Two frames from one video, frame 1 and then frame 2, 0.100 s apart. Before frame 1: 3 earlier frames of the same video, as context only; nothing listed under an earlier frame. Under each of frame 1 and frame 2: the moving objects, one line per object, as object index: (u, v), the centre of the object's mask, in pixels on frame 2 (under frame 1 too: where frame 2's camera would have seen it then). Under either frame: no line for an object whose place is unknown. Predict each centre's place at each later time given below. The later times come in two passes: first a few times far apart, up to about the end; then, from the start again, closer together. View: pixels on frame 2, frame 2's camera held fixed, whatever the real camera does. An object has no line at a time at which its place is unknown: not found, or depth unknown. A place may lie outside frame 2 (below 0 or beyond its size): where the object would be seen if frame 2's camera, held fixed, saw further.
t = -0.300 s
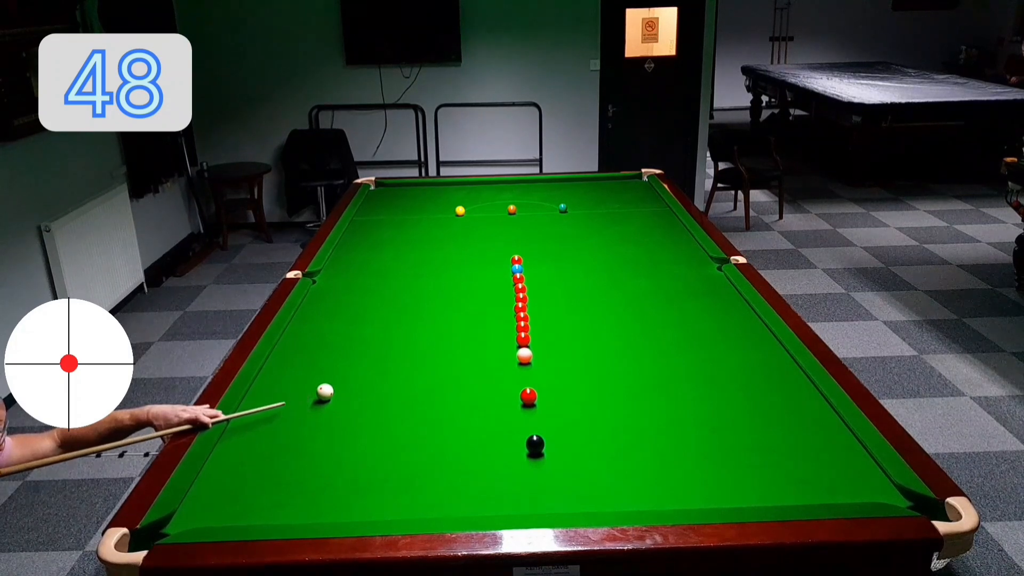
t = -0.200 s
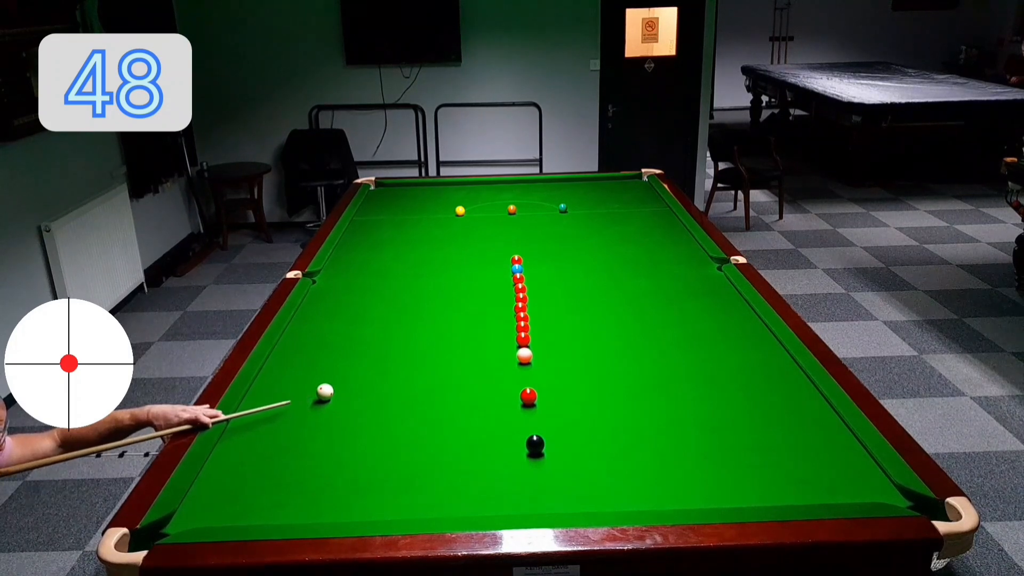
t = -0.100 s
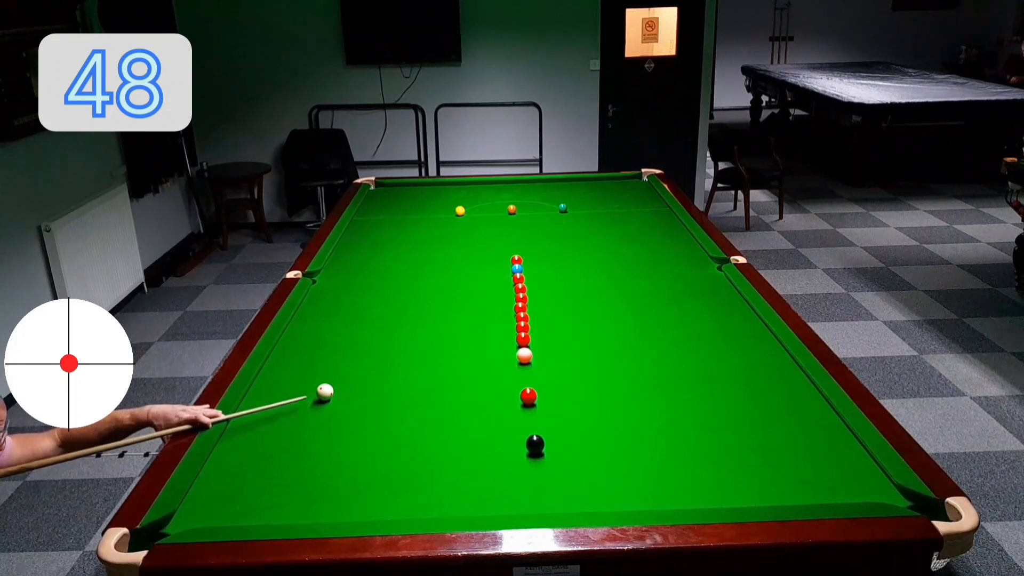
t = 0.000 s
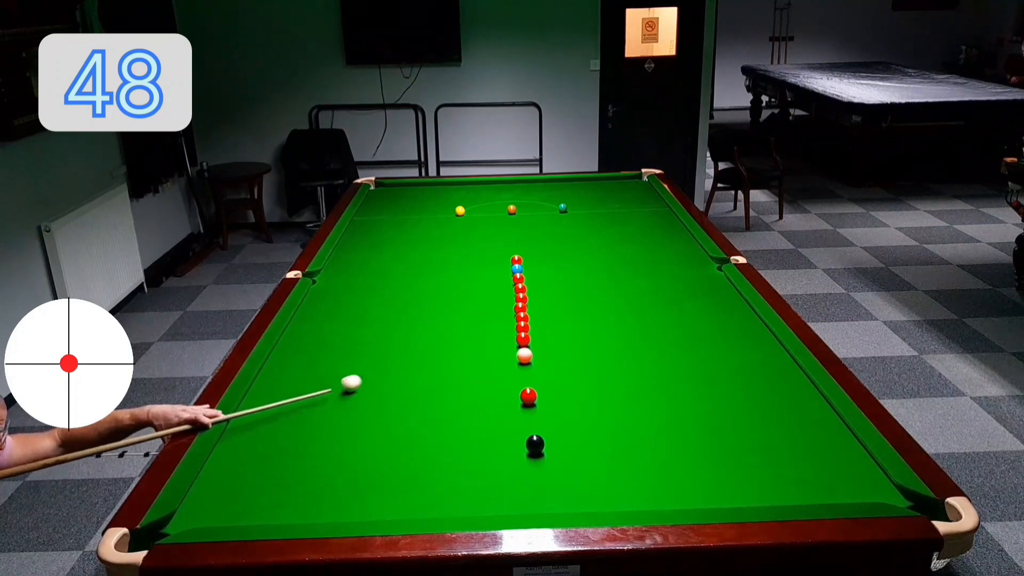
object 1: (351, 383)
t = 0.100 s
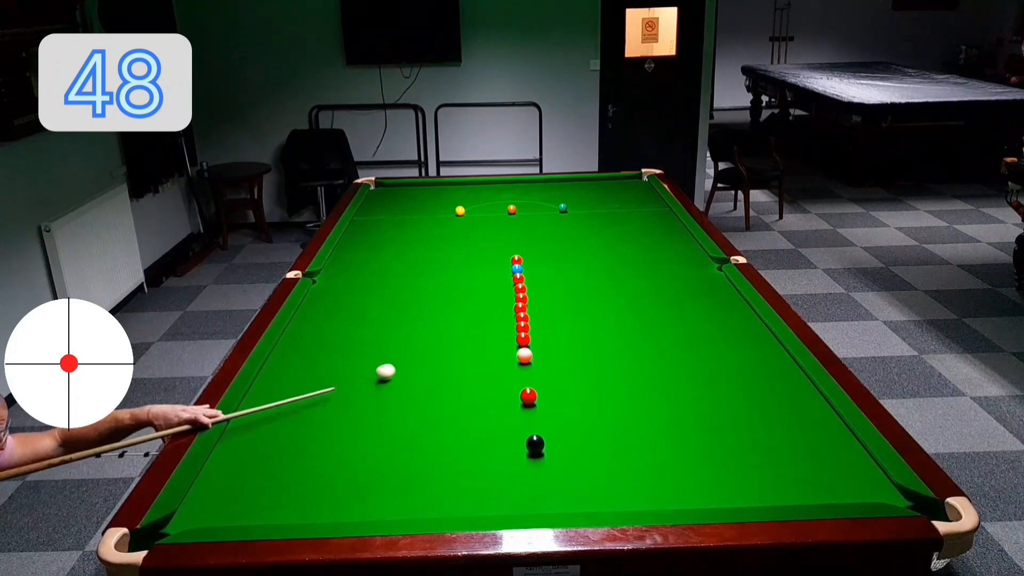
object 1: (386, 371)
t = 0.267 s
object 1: (431, 356)
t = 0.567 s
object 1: (503, 333)
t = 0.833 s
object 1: (517, 328)
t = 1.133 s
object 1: (529, 324)
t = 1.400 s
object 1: (538, 321)
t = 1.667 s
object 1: (545, 319)
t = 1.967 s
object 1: (552, 316)
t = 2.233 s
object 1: (557, 314)
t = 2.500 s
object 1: (561, 313)
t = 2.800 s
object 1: (564, 311)
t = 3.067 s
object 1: (565, 311)
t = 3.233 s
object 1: (565, 311)
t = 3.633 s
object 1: (565, 311)
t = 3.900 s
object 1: (565, 311)
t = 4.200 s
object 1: (565, 311)
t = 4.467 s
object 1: (565, 311)
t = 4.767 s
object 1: (565, 311)
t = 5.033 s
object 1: (565, 311)
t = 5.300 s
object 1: (565, 311)
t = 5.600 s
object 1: (565, 311)
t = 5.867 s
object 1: (565, 311)
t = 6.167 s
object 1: (565, 311)
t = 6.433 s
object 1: (565, 311)
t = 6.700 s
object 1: (565, 311)
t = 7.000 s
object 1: (565, 311)
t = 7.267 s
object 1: (565, 311)
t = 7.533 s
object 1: (565, 311)
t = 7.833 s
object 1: (565, 311)
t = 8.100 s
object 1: (565, 311)
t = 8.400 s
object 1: (565, 311)
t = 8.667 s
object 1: (565, 311)
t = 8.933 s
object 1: (565, 311)
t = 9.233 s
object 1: (565, 311)
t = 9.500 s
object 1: (565, 311)
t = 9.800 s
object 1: (565, 311)
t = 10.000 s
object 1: (565, 311)
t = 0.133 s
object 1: (396, 368)
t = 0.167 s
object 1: (405, 365)
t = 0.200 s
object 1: (414, 362)
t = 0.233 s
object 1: (423, 359)
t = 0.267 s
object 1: (431, 356)
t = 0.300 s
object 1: (440, 353)
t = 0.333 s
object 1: (448, 351)
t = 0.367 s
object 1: (457, 348)
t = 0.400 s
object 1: (465, 345)
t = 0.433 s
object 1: (473, 343)
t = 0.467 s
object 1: (480, 340)
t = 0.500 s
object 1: (488, 338)
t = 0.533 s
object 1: (496, 336)
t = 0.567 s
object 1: (503, 333)
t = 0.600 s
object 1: (510, 331)
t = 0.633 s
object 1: (511, 331)
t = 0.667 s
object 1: (511, 331)
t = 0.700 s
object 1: (512, 330)
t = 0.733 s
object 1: (513, 330)
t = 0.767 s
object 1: (514, 329)
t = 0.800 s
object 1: (516, 328)
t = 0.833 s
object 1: (517, 328)
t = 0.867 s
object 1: (518, 327)
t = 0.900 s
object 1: (520, 327)
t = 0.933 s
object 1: (521, 326)
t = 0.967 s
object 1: (523, 326)
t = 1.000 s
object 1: (524, 326)
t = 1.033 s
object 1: (525, 325)
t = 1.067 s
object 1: (526, 325)
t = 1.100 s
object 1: (528, 325)
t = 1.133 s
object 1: (529, 324)
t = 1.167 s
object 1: (530, 324)
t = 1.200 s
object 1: (531, 324)
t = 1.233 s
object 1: (532, 323)
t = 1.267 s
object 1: (533, 323)
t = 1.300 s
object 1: (534, 323)
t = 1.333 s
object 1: (535, 322)
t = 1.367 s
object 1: (537, 322)
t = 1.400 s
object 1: (538, 321)
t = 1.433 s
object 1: (539, 321)
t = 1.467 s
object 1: (540, 320)
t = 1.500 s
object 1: (541, 320)
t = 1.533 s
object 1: (542, 320)
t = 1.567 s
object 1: (543, 320)
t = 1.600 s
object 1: (543, 319)
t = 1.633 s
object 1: (544, 319)
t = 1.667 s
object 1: (545, 319)
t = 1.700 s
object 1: (546, 318)
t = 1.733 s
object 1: (547, 318)
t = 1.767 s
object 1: (548, 318)
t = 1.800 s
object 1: (548, 317)
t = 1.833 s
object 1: (549, 317)
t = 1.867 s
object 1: (550, 317)
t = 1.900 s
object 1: (551, 317)
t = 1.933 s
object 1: (552, 316)
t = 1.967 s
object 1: (552, 316)
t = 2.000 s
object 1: (553, 316)
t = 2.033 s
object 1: (553, 316)
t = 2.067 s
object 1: (554, 316)
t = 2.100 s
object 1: (555, 315)
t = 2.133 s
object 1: (555, 315)
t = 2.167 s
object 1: (556, 315)
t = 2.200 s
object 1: (556, 315)
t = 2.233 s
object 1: (557, 314)
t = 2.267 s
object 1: (558, 314)
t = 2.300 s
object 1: (558, 314)
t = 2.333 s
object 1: (558, 314)
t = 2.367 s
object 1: (559, 314)
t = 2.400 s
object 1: (559, 313)
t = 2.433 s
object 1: (560, 313)
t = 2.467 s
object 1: (560, 313)
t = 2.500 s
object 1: (561, 313)
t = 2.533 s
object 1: (561, 313)
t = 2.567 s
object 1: (561, 312)
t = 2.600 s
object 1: (562, 312)
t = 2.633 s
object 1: (562, 312)
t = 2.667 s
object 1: (562, 312)
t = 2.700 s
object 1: (563, 312)
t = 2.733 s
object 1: (563, 312)
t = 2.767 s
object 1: (563, 312)
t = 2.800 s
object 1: (564, 311)
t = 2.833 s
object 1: (564, 312)
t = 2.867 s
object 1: (564, 312)
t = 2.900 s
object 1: (564, 311)
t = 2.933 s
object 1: (564, 311)
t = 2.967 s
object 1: (565, 311)
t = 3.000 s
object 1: (565, 311)
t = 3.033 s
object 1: (565, 311)
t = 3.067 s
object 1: (565, 311)
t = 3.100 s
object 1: (565, 311)
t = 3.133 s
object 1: (565, 311)
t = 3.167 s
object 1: (565, 311)
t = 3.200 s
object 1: (565, 311)
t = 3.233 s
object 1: (565, 311)
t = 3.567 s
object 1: (566, 311)
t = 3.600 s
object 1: (565, 311)
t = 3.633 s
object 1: (565, 311)
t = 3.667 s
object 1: (565, 311)
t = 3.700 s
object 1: (565, 311)
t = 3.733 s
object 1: (565, 311)
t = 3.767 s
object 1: (565, 311)
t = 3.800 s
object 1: (565, 311)
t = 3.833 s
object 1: (565, 311)
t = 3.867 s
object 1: (565, 311)
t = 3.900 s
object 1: (565, 311)
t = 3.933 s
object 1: (565, 311)
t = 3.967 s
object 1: (565, 311)
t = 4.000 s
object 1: (565, 311)
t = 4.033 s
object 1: (565, 311)
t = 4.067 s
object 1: (565, 311)
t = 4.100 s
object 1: (565, 311)
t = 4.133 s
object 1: (565, 311)
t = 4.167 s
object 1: (565, 311)
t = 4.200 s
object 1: (565, 311)
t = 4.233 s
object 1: (565, 311)
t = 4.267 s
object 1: (565, 311)
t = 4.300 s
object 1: (565, 311)
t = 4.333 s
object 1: (565, 311)
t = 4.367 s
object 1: (565, 311)
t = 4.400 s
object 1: (565, 311)
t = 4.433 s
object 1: (565, 311)
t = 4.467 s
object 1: (565, 311)
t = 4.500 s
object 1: (565, 311)
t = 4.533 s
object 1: (565, 311)
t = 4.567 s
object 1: (565, 311)
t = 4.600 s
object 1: (565, 311)
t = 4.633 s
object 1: (565, 311)
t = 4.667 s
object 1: (565, 311)
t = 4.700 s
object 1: (565, 311)
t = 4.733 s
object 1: (565, 311)
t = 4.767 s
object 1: (565, 311)
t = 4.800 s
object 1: (565, 311)
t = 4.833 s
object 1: (565, 311)
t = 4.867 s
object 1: (565, 311)
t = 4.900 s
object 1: (565, 311)
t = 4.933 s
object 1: (565, 311)
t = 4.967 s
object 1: (565, 311)
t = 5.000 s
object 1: (565, 311)
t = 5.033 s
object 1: (565, 311)
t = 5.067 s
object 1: (565, 311)
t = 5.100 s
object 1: (565, 311)
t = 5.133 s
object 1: (565, 311)
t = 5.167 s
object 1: (565, 311)
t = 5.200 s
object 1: (565, 311)
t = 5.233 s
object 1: (565, 311)
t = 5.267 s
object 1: (565, 311)
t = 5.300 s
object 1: (565, 311)
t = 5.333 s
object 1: (565, 311)
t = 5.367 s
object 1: (565, 311)
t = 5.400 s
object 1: (565, 311)
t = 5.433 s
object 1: (565, 311)
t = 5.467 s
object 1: (565, 311)
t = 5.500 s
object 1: (565, 311)
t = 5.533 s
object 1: (565, 311)
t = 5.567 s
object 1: (565, 311)
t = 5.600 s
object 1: (565, 311)
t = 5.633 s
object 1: (565, 311)
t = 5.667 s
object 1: (565, 311)
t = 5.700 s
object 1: (565, 311)
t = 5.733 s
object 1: (565, 311)
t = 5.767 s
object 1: (565, 311)
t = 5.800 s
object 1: (565, 311)
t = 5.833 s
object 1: (565, 311)
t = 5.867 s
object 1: (565, 311)
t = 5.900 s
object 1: (565, 311)
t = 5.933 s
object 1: (565, 311)
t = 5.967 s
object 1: (565, 311)
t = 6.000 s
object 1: (565, 311)
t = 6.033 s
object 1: (565, 311)
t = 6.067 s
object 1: (565, 311)
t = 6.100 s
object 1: (565, 311)
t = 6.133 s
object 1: (565, 311)
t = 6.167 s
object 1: (565, 311)
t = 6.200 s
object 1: (565, 311)
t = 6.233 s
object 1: (565, 311)
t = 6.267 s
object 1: (565, 311)
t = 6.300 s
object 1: (565, 311)
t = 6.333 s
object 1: (565, 311)
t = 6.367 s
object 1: (565, 311)
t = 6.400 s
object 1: (565, 311)
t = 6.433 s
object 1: (565, 311)
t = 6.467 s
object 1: (565, 311)
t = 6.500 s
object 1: (565, 311)
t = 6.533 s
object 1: (565, 311)
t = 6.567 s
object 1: (565, 311)
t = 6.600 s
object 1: (565, 311)
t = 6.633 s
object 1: (565, 311)
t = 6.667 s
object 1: (565, 311)
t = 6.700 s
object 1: (565, 311)
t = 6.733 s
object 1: (565, 311)
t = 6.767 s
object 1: (565, 311)
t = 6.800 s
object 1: (565, 311)
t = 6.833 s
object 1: (565, 311)
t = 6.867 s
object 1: (565, 311)
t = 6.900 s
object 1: (565, 311)
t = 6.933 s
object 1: (565, 311)
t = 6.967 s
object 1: (565, 311)
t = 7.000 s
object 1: (565, 311)
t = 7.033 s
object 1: (565, 311)
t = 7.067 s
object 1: (565, 311)
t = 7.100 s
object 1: (565, 311)
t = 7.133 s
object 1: (565, 311)
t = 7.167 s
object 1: (565, 311)
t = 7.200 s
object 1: (565, 311)
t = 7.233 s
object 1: (565, 311)
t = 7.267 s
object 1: (565, 311)
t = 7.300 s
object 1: (565, 311)
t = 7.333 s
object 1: (565, 311)
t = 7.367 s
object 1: (565, 311)
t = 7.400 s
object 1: (565, 311)
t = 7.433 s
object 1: (565, 311)
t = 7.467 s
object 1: (565, 311)
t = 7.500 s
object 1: (565, 311)
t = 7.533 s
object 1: (565, 311)
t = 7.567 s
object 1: (565, 311)
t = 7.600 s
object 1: (565, 311)
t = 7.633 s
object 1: (565, 311)
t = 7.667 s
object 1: (565, 311)
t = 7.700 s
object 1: (565, 311)
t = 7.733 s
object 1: (565, 311)
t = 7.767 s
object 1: (565, 311)
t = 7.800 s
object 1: (565, 311)
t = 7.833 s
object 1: (565, 311)
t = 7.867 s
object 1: (565, 311)
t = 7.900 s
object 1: (565, 311)
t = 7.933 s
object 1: (565, 311)
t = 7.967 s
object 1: (565, 311)
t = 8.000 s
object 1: (565, 311)
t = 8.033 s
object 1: (565, 311)
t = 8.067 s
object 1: (565, 311)
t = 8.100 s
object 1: (565, 311)
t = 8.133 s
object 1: (565, 311)
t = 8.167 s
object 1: (565, 311)
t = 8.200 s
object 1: (565, 311)
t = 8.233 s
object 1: (565, 311)
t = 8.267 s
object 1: (565, 311)
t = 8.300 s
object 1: (565, 311)
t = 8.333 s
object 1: (565, 311)
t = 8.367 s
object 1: (565, 311)
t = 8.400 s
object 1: (565, 311)
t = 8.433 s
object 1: (565, 311)
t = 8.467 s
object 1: (565, 311)
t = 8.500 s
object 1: (565, 311)
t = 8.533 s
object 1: (565, 311)
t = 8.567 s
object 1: (565, 311)
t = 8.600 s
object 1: (565, 311)
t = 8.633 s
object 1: (565, 311)
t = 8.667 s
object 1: (565, 311)
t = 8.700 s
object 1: (565, 311)
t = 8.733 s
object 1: (565, 311)
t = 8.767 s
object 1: (565, 311)
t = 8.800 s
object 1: (565, 311)
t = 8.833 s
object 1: (565, 311)
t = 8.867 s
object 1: (565, 311)
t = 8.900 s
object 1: (565, 311)
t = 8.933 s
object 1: (565, 311)
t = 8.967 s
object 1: (565, 311)
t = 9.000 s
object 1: (565, 311)
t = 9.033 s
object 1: (565, 311)
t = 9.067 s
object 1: (565, 311)
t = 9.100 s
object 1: (565, 311)
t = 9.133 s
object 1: (565, 311)
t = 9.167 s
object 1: (565, 311)
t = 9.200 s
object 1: (565, 311)
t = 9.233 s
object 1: (565, 311)
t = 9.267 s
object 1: (565, 311)
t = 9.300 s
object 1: (565, 311)
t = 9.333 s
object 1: (565, 311)
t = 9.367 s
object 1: (565, 311)
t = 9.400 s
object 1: (565, 311)
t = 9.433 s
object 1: (565, 311)
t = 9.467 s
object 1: (565, 311)
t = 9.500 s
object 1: (565, 311)
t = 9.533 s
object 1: (565, 311)
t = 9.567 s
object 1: (565, 311)
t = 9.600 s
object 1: (565, 311)
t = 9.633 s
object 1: (565, 311)
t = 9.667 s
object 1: (565, 311)
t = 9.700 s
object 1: (565, 311)
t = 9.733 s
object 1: (565, 311)
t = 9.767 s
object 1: (565, 311)
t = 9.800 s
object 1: (565, 311)
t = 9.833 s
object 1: (565, 311)
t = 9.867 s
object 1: (565, 311)
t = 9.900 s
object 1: (565, 311)
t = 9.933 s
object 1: (565, 311)
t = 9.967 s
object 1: (565, 311)
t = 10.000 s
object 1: (565, 311)
